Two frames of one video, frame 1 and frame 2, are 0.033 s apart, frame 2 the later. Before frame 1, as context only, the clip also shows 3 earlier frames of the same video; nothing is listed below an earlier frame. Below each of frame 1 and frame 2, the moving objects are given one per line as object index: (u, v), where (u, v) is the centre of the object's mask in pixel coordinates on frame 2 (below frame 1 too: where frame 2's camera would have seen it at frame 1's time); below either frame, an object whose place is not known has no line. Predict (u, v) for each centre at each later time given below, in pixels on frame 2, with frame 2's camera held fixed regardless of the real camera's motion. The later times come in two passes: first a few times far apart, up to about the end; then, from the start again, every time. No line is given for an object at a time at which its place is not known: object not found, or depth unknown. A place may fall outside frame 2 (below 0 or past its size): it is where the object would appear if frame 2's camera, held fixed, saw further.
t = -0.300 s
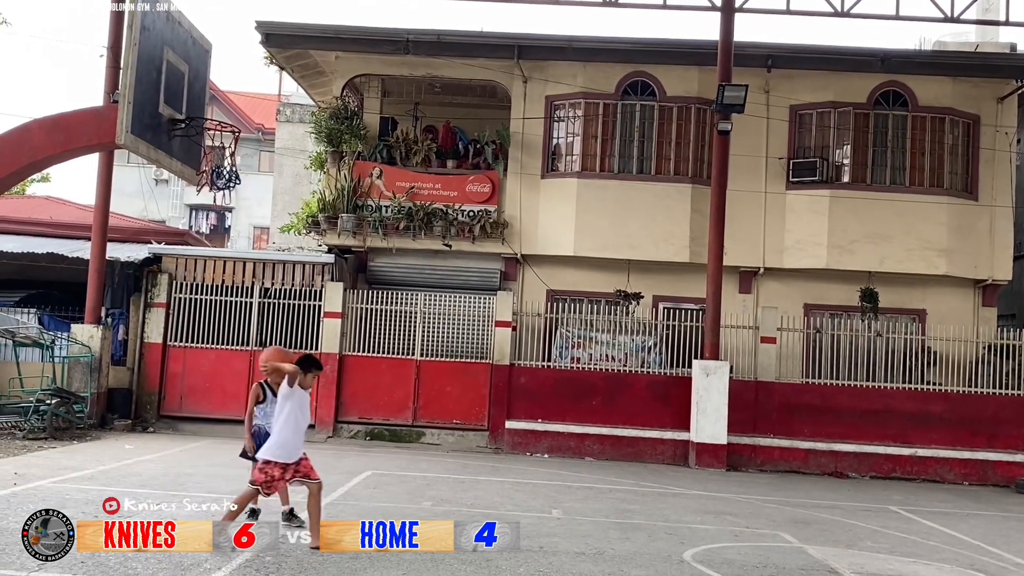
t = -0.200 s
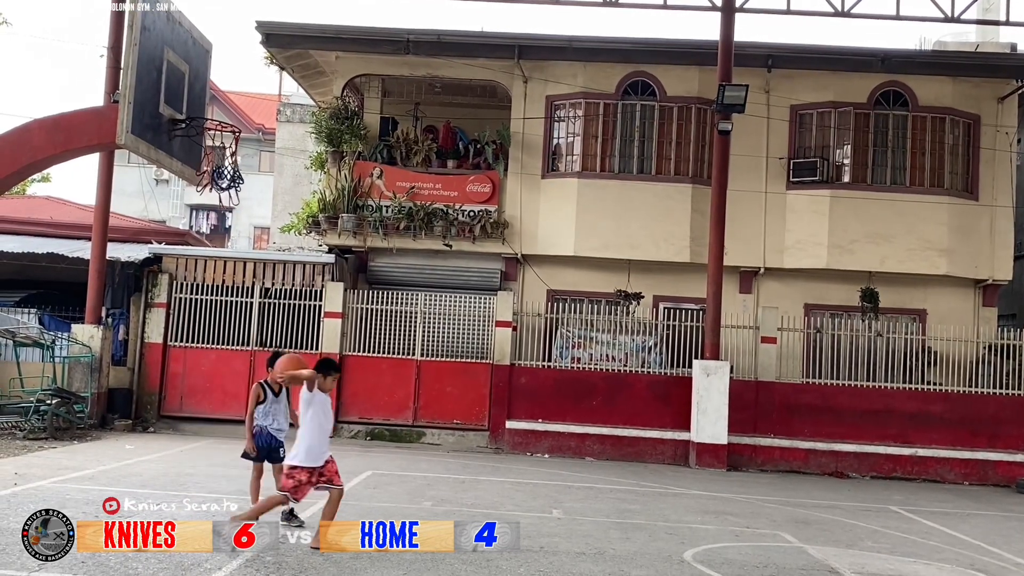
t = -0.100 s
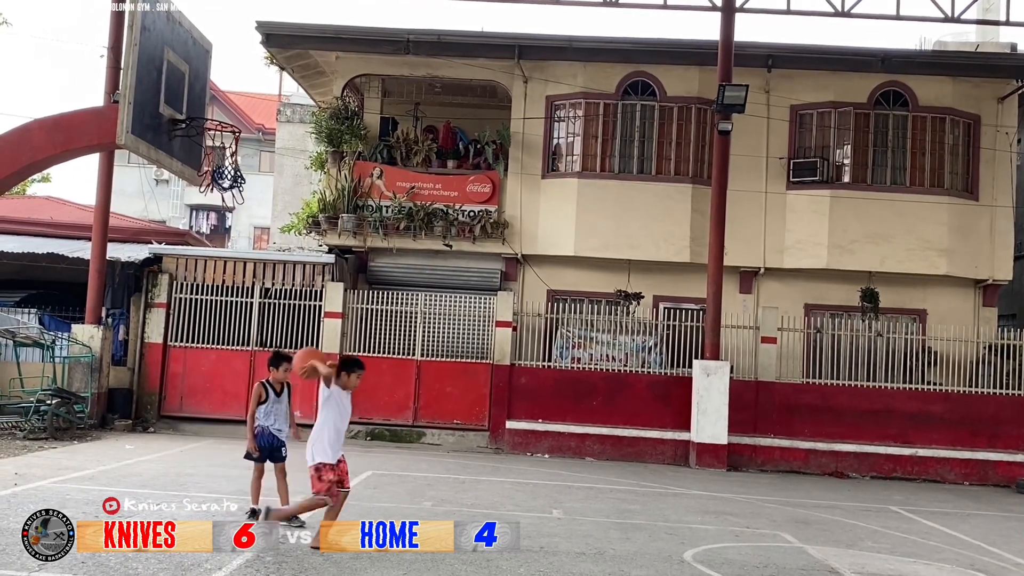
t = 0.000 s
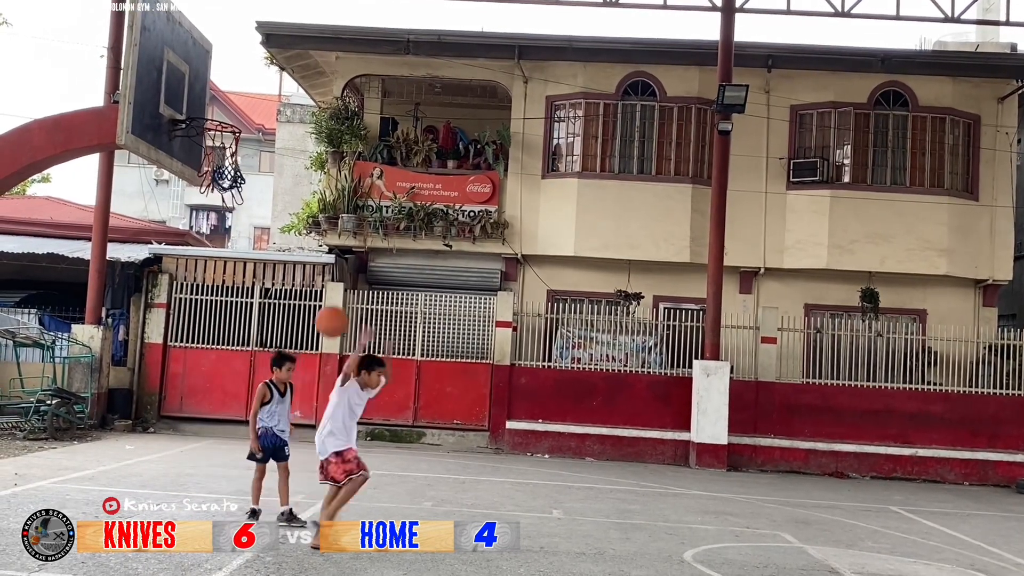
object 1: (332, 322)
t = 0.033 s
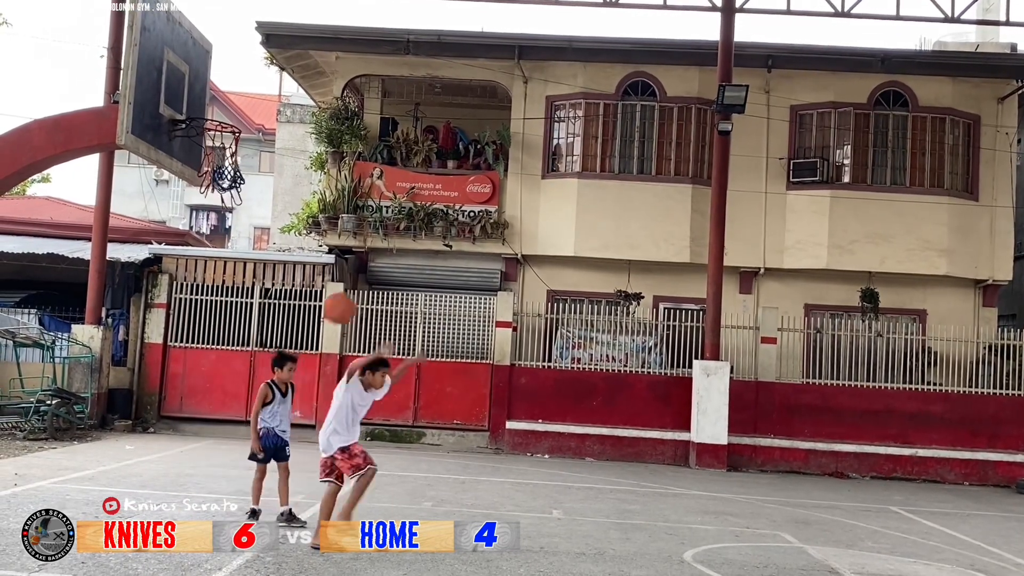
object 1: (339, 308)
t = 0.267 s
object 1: (387, 257)
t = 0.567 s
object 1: (439, 295)
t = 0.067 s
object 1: (347, 296)
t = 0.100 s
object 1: (354, 285)
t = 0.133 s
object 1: (360, 276)
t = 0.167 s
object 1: (367, 269)
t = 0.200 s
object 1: (374, 264)
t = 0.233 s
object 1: (380, 259)
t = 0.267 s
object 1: (387, 257)
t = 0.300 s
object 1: (393, 255)
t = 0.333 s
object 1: (400, 255)
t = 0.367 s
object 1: (406, 256)
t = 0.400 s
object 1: (412, 259)
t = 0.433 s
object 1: (418, 264)
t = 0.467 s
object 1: (423, 270)
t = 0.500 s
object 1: (429, 277)
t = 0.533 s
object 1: (434, 286)
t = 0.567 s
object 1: (439, 295)
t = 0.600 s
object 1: (445, 307)
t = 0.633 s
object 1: (450, 320)
